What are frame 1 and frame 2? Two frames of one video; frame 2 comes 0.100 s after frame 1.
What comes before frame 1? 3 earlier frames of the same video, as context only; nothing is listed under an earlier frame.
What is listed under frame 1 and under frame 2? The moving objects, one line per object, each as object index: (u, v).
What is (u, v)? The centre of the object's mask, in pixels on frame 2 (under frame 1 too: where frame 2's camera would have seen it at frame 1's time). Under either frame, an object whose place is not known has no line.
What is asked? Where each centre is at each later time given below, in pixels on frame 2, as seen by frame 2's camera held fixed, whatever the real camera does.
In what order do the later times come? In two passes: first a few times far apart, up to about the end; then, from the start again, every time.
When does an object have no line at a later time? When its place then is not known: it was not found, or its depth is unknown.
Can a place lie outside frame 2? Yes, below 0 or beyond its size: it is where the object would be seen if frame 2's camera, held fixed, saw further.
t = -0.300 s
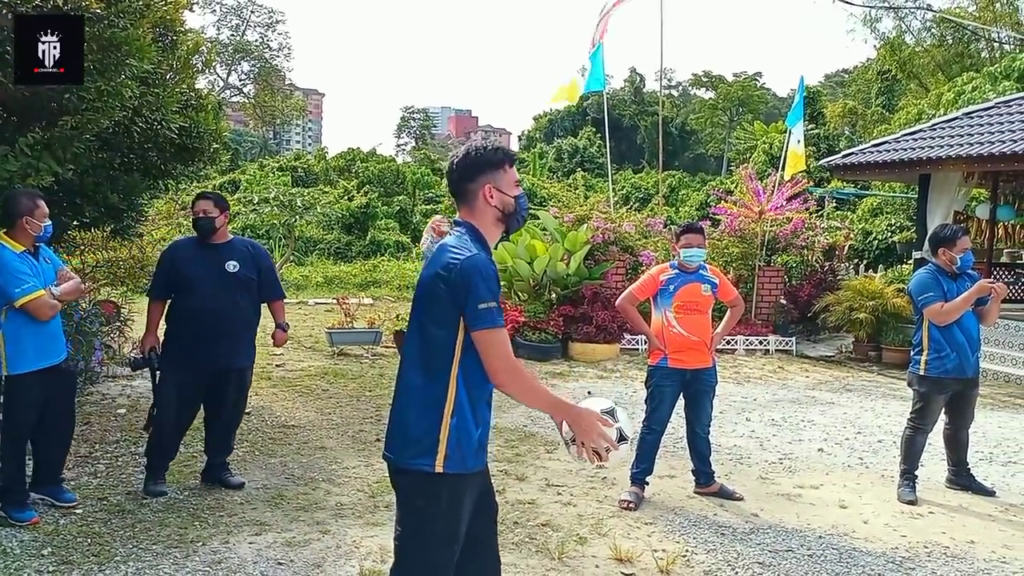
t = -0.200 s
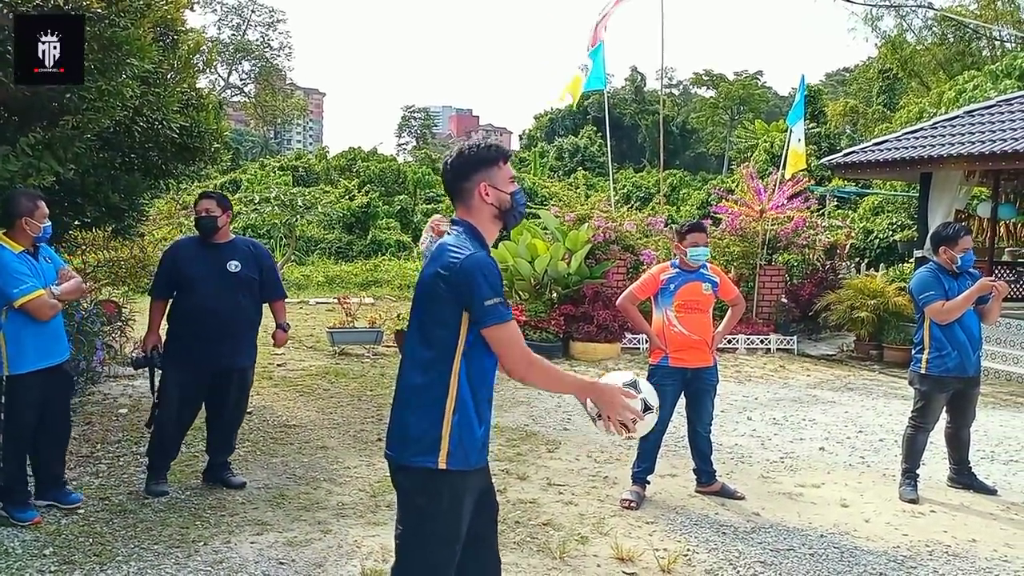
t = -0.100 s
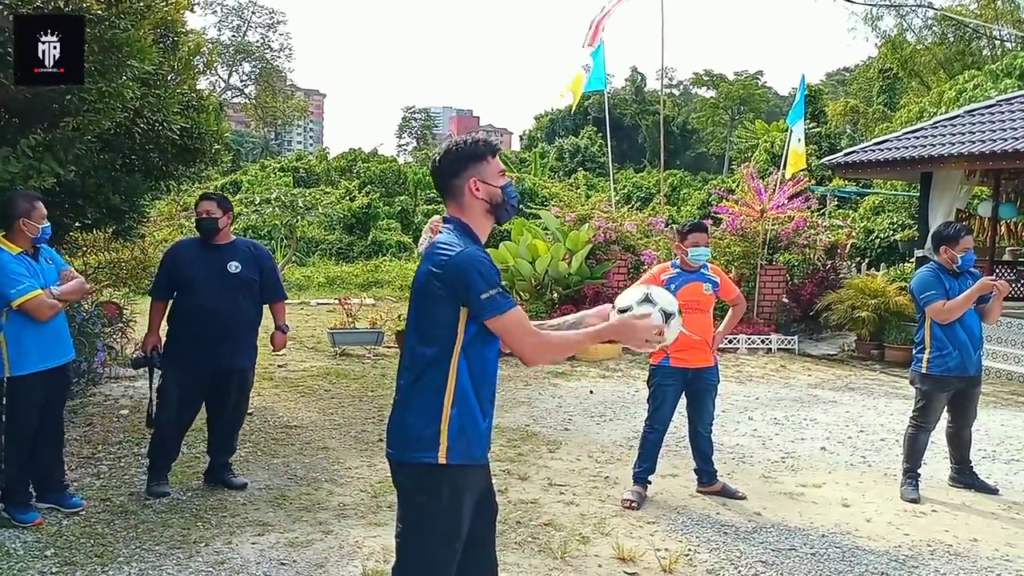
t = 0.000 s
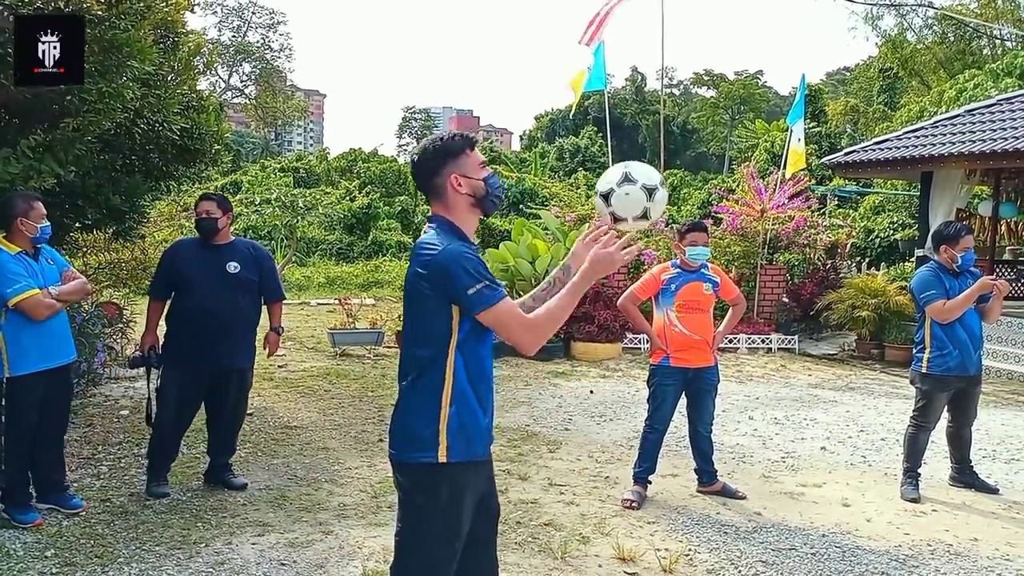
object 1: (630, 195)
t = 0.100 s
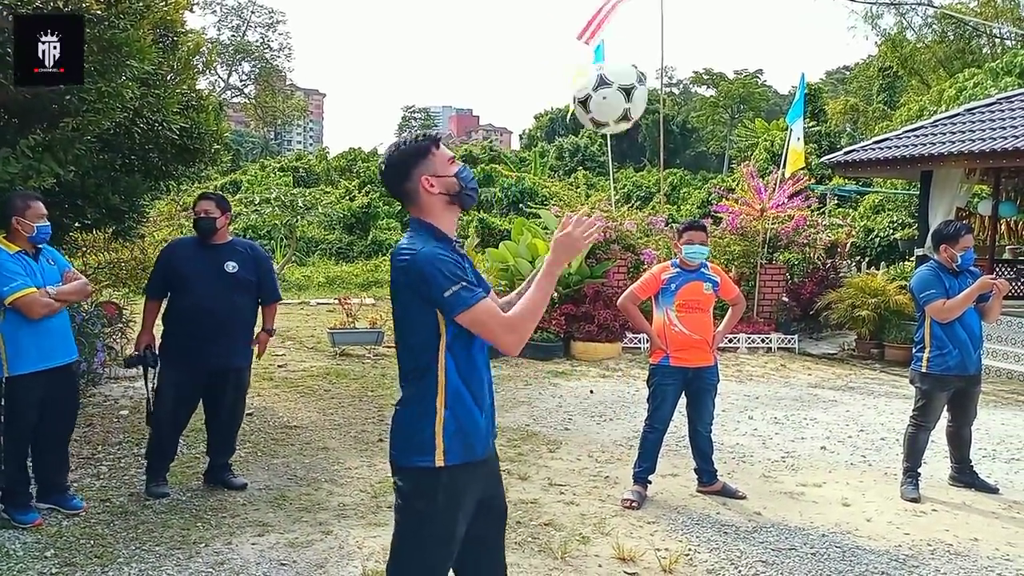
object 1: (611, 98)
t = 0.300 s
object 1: (562, 8)
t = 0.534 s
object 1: (500, 41)
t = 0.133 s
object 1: (603, 71)
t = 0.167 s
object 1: (596, 48)
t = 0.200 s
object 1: (587, 29)
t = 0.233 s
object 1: (579, 19)
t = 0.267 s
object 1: (569, 12)
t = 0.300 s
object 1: (562, 8)
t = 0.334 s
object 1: (552, 4)
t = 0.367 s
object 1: (544, 2)
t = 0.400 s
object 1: (535, 3)
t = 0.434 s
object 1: (526, 5)
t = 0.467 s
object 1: (517, 11)
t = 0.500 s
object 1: (509, 20)
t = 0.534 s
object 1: (500, 41)
